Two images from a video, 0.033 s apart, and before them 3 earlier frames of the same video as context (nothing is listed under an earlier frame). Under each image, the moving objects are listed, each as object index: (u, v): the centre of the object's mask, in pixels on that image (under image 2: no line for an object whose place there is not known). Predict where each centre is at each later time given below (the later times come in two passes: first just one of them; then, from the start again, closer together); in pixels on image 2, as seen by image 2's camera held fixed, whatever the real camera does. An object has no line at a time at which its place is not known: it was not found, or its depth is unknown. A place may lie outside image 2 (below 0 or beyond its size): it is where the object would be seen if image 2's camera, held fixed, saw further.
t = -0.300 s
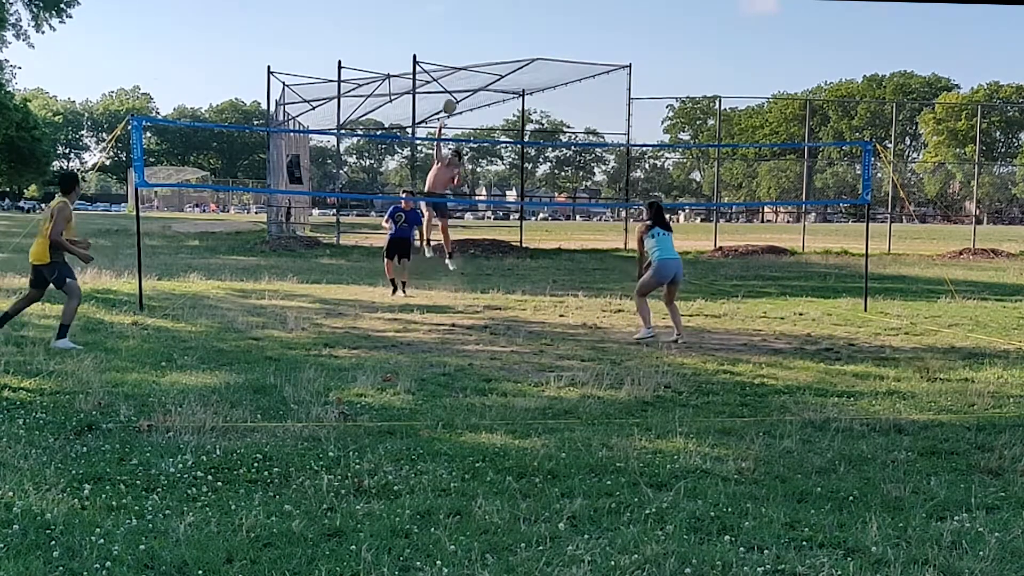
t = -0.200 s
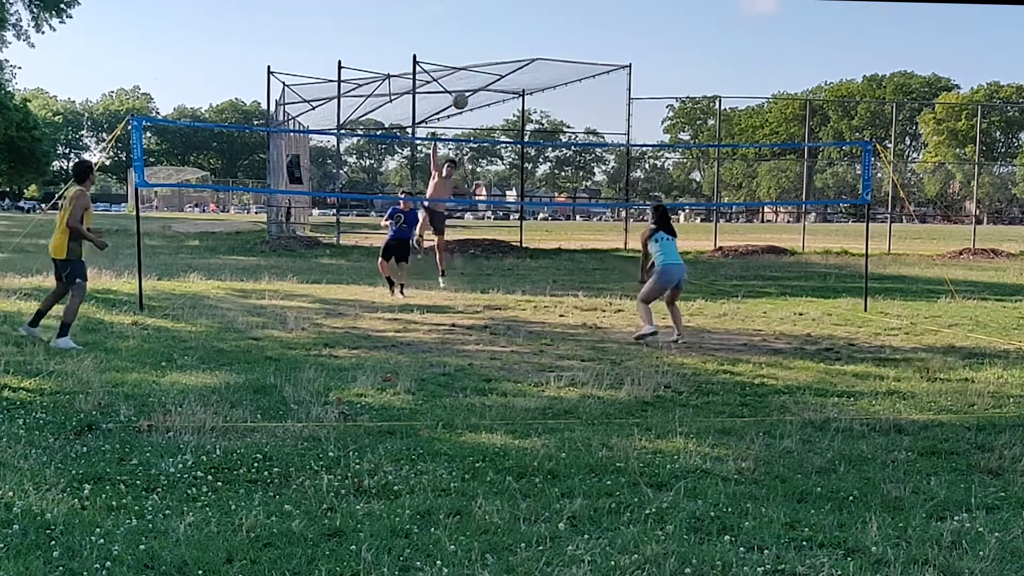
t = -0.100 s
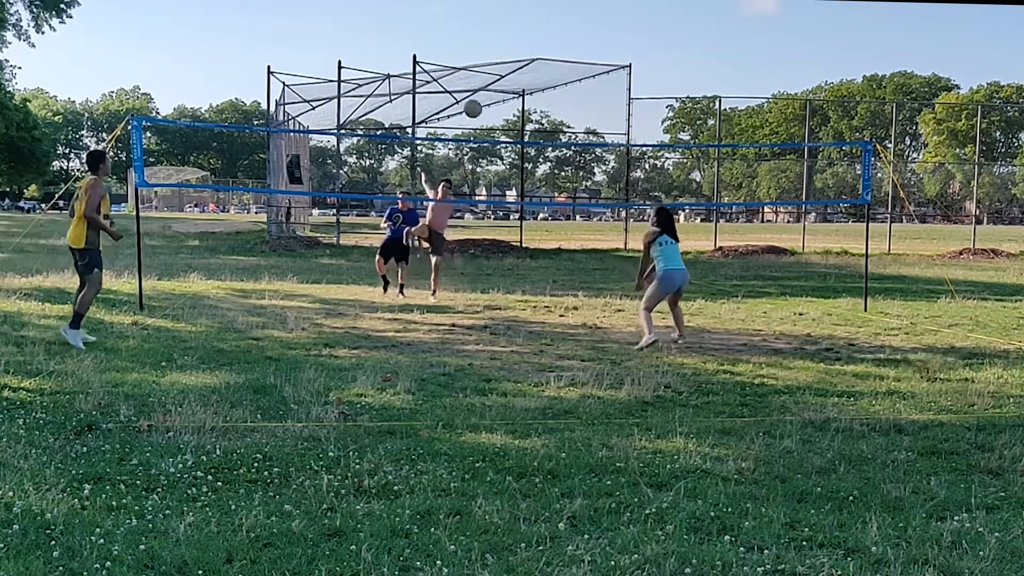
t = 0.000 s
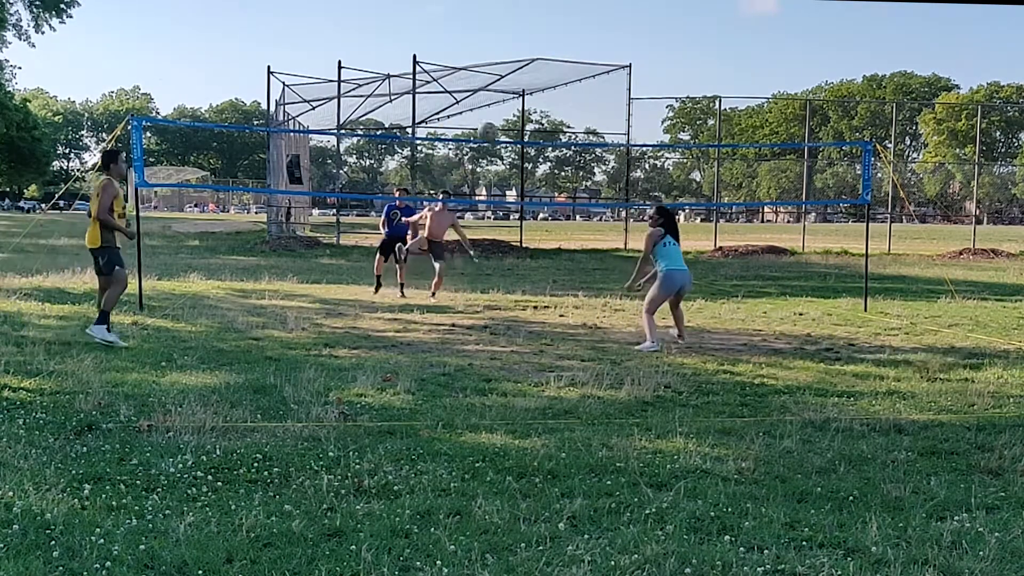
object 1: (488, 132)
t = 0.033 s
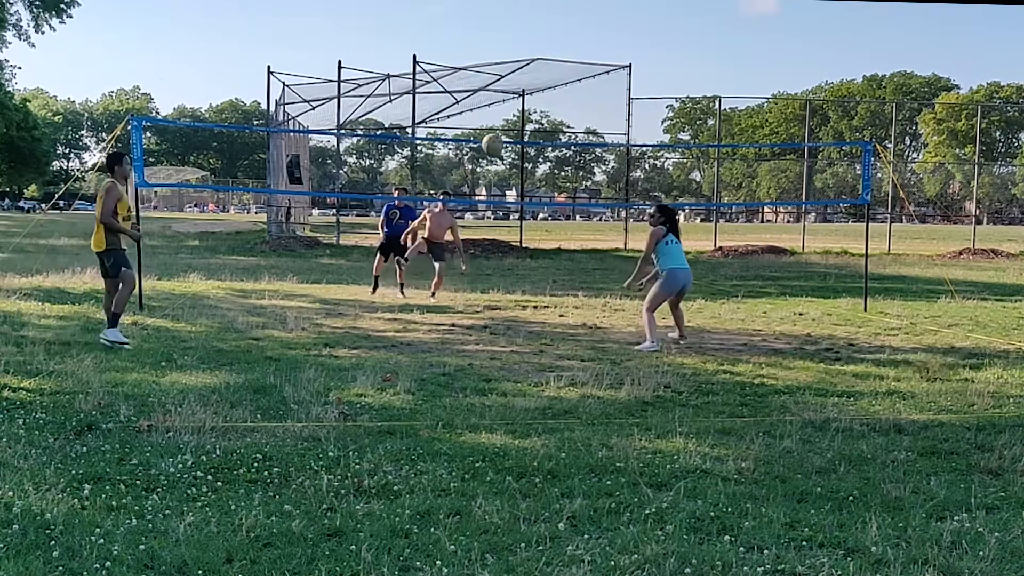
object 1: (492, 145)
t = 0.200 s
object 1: (524, 246)
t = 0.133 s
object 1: (510, 196)
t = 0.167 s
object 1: (518, 220)
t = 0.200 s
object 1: (524, 246)
